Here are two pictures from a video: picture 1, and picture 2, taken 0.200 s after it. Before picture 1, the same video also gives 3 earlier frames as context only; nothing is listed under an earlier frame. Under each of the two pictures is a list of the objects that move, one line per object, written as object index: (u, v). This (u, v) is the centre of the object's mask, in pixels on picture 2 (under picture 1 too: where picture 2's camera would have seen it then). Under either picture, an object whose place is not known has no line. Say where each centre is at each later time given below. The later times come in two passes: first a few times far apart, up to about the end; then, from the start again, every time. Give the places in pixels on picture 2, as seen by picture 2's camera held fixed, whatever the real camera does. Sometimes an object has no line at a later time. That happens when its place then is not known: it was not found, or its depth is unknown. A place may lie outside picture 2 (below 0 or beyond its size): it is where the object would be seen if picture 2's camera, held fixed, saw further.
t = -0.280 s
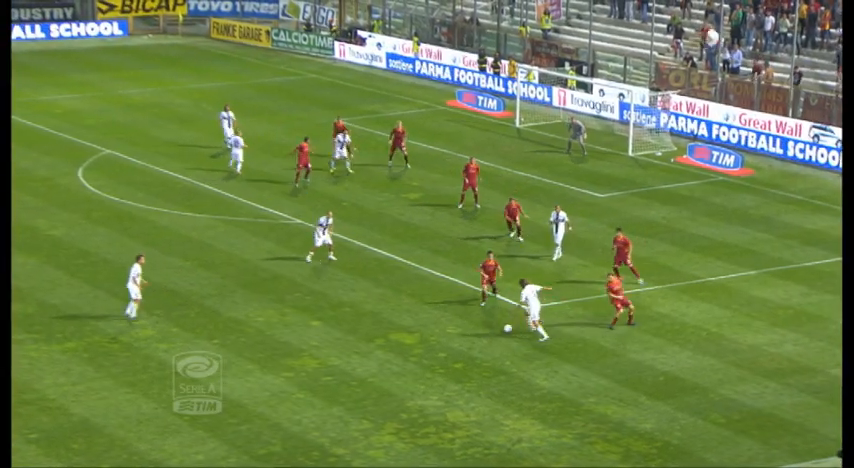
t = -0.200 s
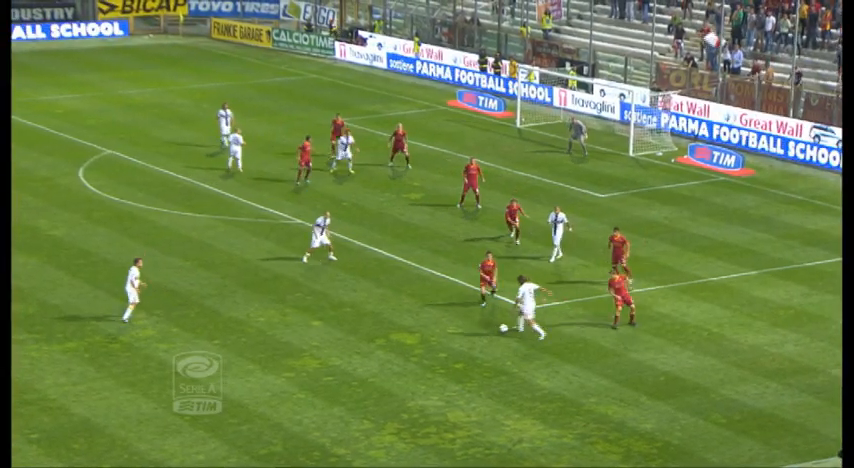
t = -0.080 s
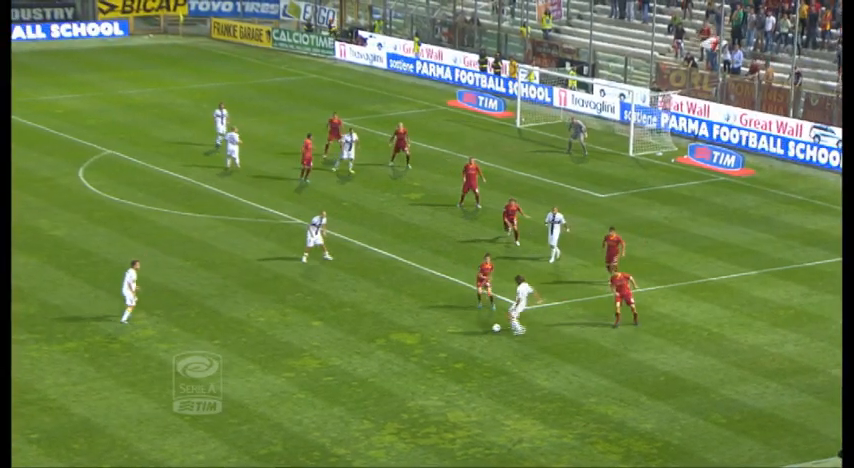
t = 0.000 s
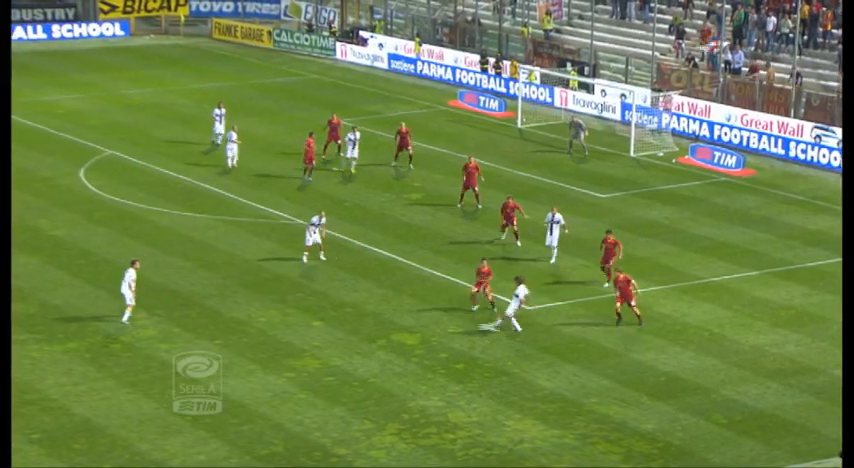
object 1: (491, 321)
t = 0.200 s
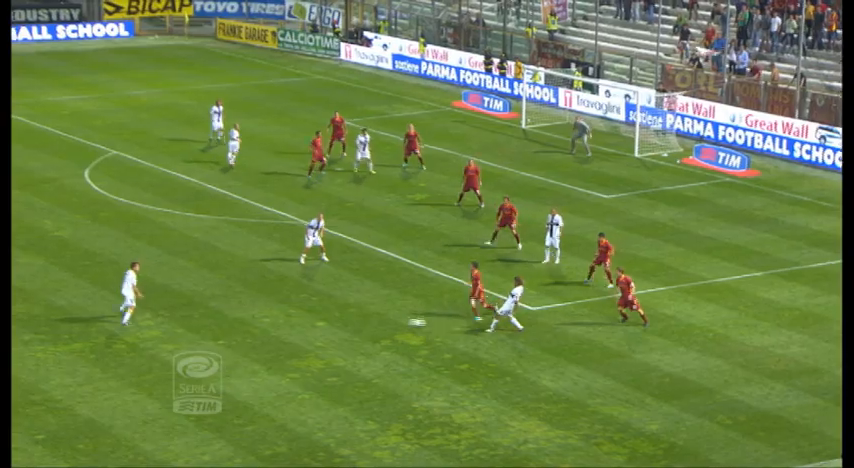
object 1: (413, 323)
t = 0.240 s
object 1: (401, 323)
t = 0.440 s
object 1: (338, 310)
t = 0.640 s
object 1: (282, 307)
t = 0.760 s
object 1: (251, 305)
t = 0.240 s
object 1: (401, 323)
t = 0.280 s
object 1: (387, 313)
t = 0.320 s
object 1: (373, 312)
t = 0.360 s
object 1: (360, 312)
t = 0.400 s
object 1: (349, 312)
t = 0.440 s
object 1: (338, 310)
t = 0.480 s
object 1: (326, 308)
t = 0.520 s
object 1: (315, 308)
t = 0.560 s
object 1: (304, 307)
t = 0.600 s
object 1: (293, 308)
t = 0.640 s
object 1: (282, 307)
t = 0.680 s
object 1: (272, 308)
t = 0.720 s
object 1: (261, 306)
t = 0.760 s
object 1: (251, 305)
